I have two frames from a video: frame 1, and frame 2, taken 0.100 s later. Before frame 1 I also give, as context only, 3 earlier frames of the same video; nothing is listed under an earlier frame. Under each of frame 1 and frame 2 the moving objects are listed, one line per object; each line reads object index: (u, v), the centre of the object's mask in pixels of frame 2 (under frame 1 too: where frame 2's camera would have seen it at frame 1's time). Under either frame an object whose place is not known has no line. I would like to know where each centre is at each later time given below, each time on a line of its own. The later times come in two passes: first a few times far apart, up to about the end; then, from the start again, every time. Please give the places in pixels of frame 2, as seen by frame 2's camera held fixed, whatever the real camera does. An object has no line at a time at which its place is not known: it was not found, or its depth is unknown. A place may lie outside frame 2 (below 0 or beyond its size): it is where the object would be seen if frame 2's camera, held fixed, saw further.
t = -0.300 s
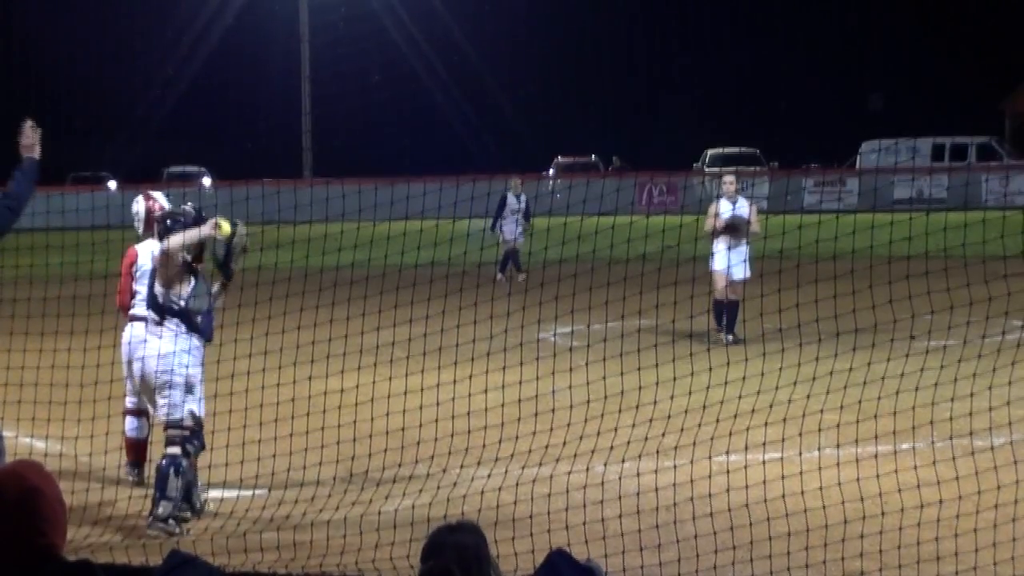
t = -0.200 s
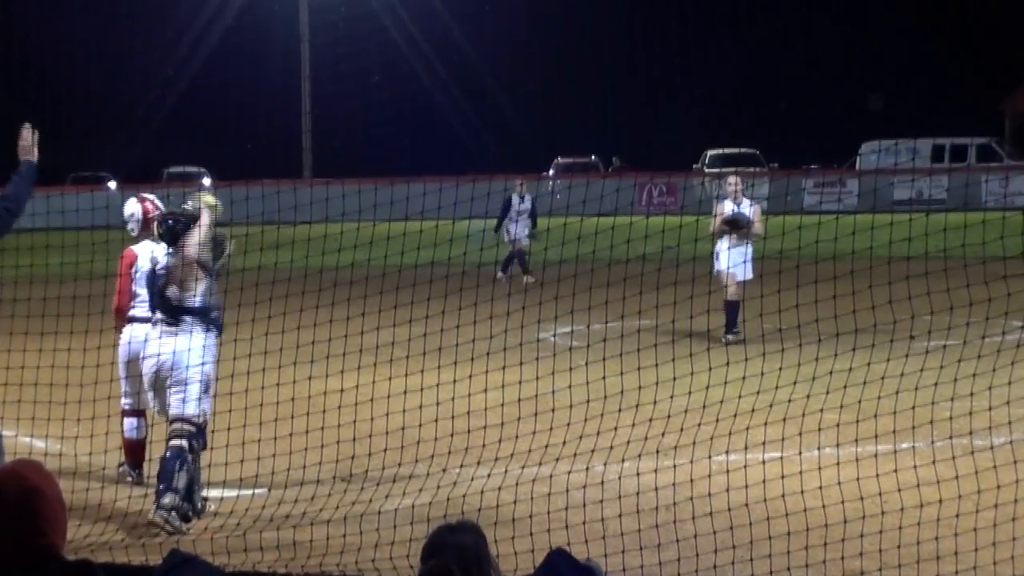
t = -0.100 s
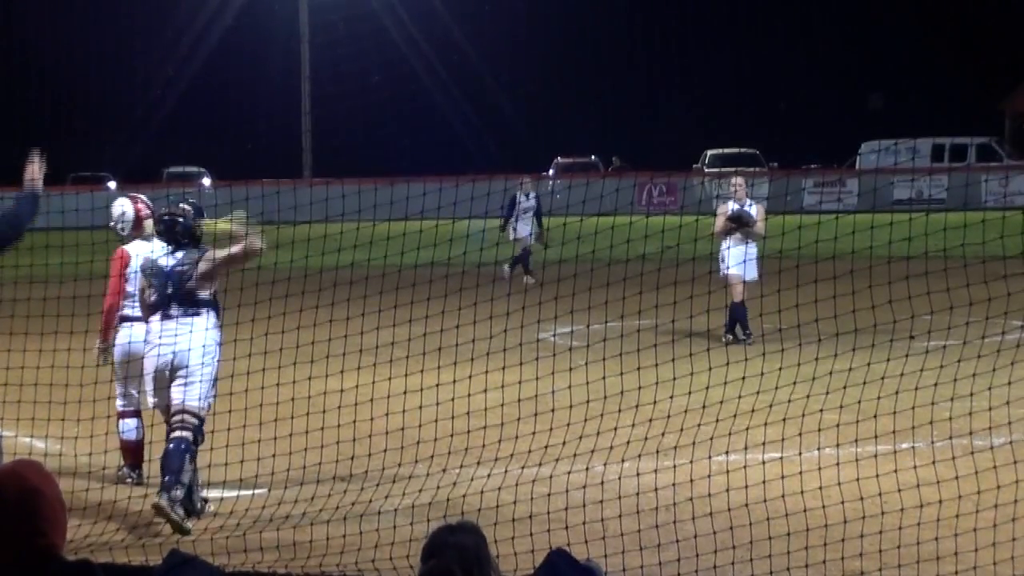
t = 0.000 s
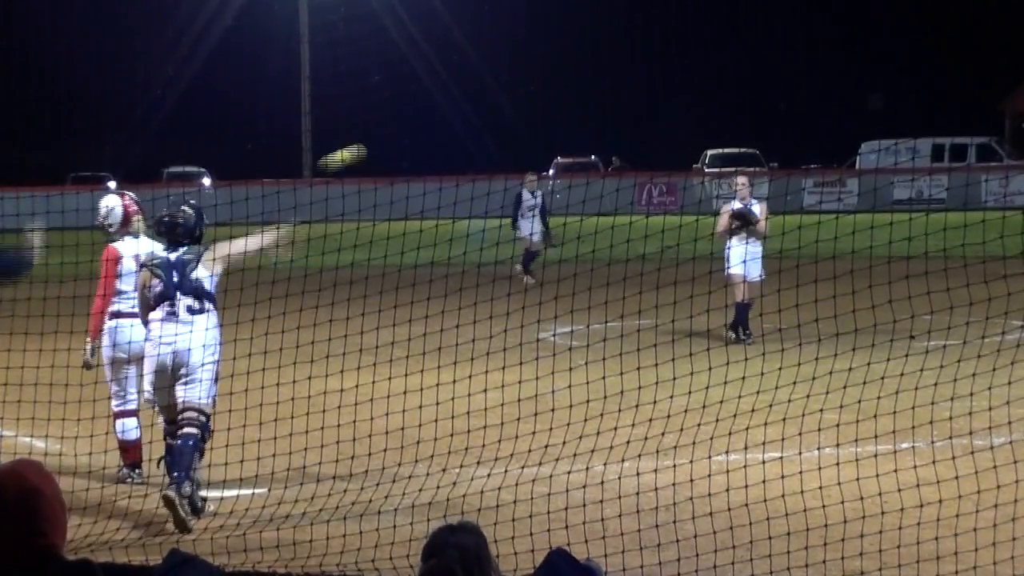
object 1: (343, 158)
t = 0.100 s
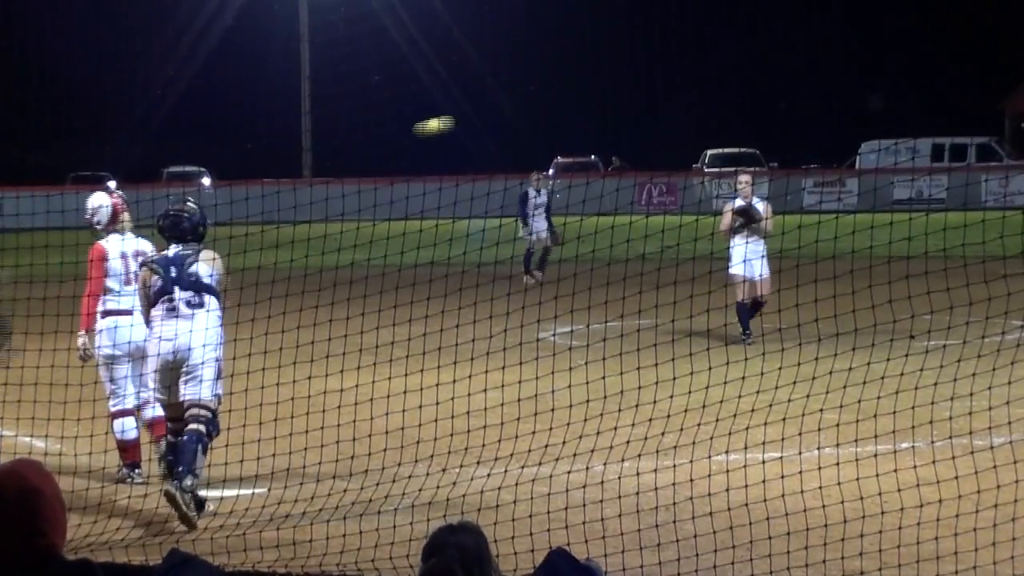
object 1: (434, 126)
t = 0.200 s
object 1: (510, 114)
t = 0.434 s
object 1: (644, 139)
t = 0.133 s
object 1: (461, 120)
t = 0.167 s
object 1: (486, 116)
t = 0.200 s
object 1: (510, 114)
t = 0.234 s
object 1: (533, 114)
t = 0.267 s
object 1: (554, 115)
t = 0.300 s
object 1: (574, 118)
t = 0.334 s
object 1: (593, 121)
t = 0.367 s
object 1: (611, 126)
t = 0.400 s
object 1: (628, 132)
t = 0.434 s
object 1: (644, 139)
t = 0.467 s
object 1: (660, 147)
